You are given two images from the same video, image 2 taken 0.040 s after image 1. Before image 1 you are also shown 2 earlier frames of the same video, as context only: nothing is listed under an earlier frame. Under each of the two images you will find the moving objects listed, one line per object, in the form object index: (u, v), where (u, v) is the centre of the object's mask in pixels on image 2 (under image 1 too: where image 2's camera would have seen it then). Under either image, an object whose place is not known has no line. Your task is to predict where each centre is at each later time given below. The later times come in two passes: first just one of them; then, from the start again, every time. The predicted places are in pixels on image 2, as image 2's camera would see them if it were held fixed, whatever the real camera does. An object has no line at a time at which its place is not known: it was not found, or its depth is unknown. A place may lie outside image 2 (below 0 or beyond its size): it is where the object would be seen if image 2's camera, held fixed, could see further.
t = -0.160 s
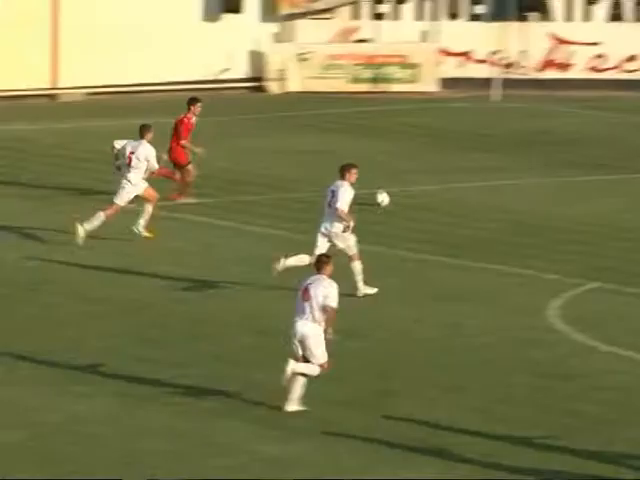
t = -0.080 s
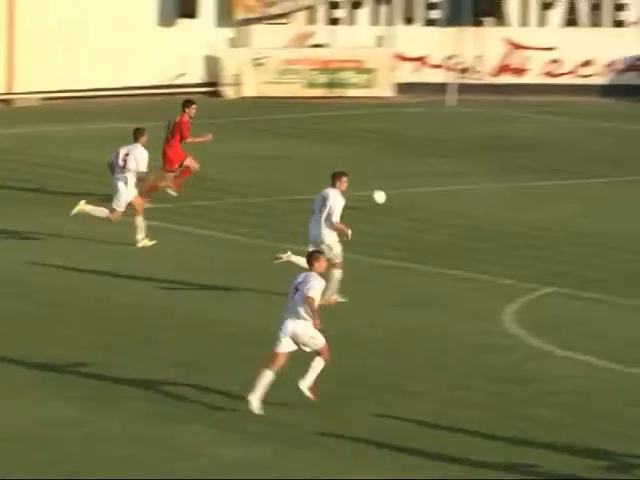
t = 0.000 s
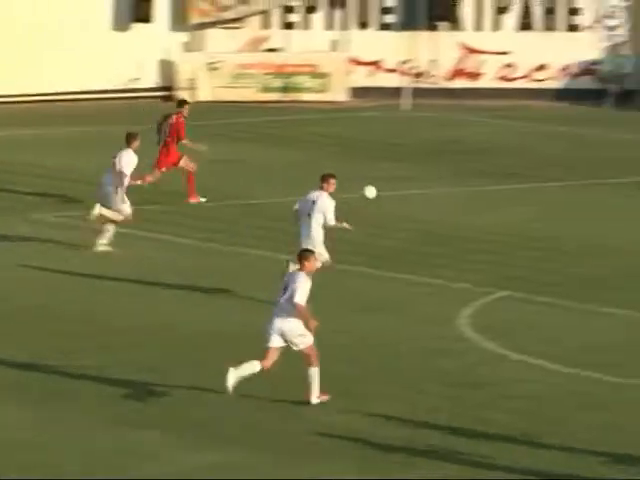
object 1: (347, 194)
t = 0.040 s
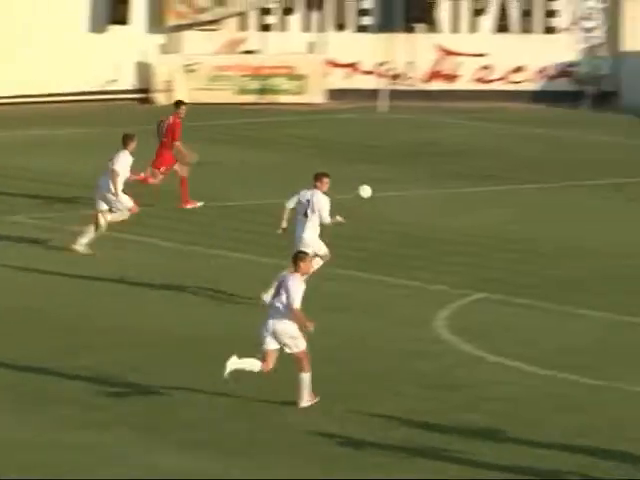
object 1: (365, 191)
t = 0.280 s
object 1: (468, 197)
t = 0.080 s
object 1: (382, 189)
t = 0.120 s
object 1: (400, 188)
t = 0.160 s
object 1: (417, 189)
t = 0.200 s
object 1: (434, 191)
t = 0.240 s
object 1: (451, 194)
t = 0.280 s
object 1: (468, 197)
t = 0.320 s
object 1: (485, 202)
